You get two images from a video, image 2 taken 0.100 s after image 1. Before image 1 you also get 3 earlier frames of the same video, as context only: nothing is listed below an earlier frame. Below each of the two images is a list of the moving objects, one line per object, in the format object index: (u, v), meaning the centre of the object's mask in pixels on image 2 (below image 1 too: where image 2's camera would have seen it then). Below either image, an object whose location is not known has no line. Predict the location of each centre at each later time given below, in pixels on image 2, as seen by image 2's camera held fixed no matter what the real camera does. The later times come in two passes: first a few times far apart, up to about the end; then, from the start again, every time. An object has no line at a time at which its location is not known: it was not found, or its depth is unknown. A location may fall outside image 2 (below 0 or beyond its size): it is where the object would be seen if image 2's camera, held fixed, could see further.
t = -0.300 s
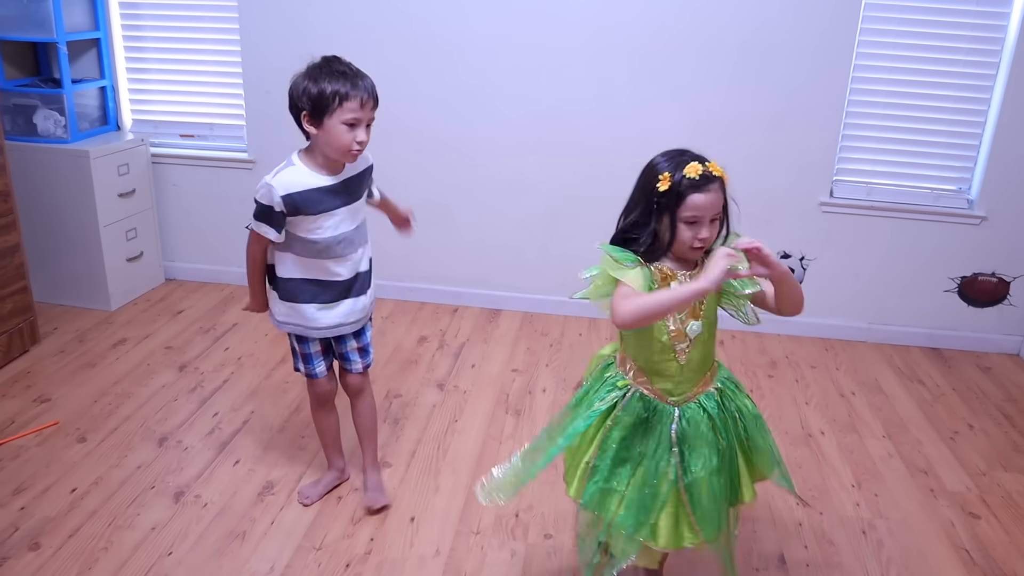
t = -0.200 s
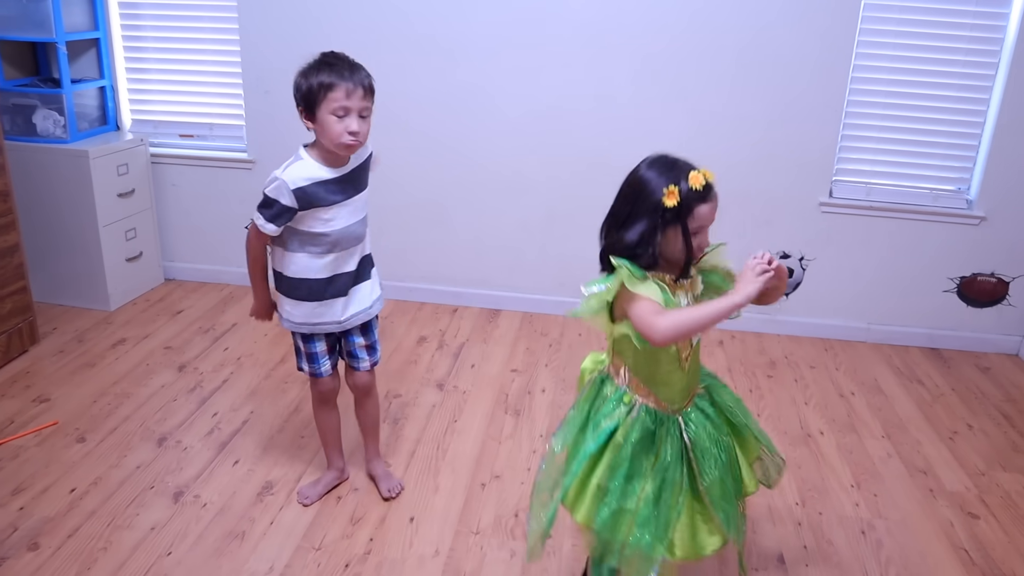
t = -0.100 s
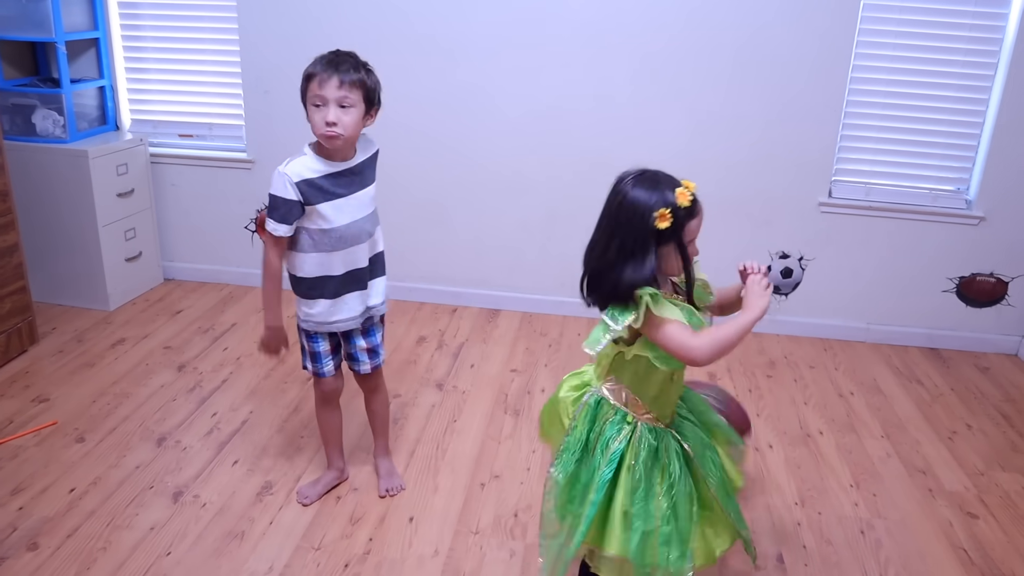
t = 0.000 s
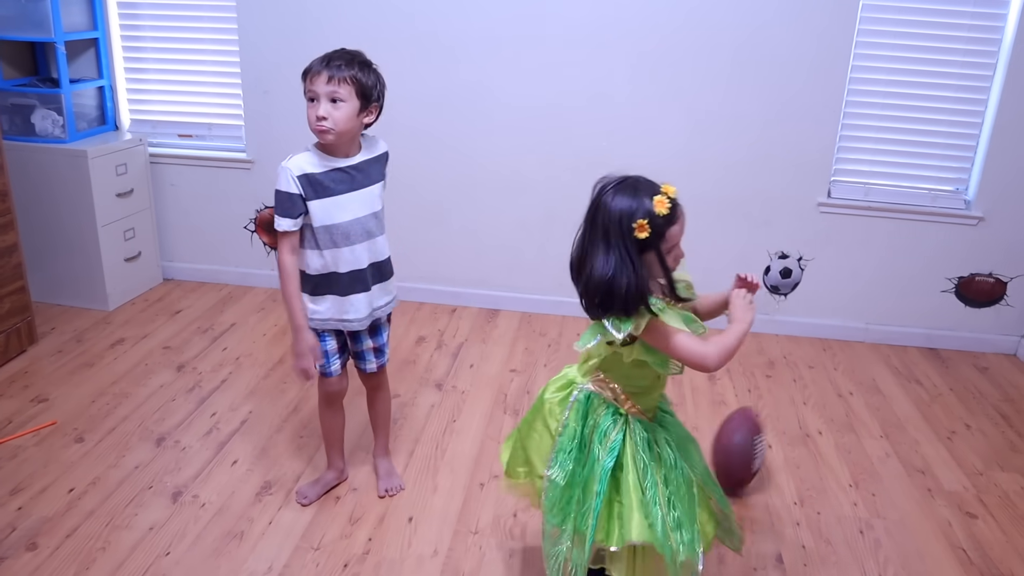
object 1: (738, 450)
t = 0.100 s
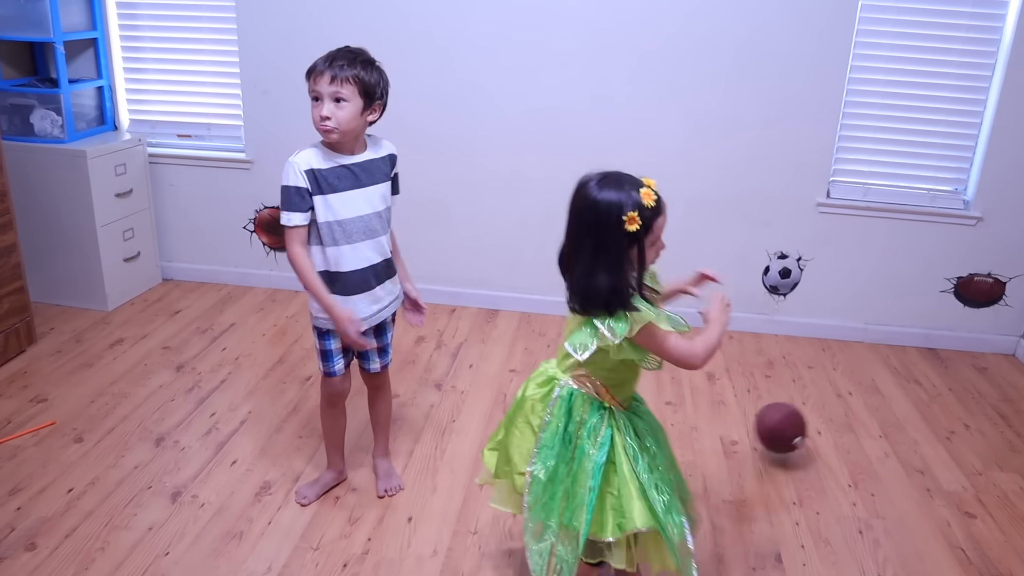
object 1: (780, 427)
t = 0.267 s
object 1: (847, 399)
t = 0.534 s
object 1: (899, 377)
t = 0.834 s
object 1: (939, 372)
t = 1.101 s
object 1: (980, 384)
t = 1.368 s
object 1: (998, 379)
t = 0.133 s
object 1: (793, 427)
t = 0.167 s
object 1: (807, 415)
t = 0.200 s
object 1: (822, 406)
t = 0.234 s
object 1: (835, 401)
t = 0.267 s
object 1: (847, 399)
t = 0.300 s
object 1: (858, 401)
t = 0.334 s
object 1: (868, 405)
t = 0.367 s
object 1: (877, 412)
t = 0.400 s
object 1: (883, 402)
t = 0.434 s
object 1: (888, 391)
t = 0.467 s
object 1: (893, 384)
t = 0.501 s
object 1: (896, 379)
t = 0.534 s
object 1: (899, 377)
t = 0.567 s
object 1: (901, 378)
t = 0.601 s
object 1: (902, 382)
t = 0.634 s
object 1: (903, 389)
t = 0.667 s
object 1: (909, 381)
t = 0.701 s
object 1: (918, 373)
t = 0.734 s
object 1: (924, 369)
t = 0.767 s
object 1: (930, 367)
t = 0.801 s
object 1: (935, 368)
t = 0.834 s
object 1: (939, 372)
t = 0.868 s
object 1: (943, 378)
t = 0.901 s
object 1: (945, 388)
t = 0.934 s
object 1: (950, 391)
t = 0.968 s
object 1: (958, 386)
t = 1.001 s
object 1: (964, 383)
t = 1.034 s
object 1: (970, 384)
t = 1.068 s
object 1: (975, 387)
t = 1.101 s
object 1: (980, 384)
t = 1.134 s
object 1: (983, 383)
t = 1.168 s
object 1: (986, 384)
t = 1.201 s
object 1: (988, 385)
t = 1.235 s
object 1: (990, 385)
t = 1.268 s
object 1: (991, 387)
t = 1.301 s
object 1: (993, 385)
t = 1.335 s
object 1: (995, 382)
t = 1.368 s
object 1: (998, 379)
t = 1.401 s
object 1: (1001, 375)
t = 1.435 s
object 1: (1003, 373)
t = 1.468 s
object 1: (1006, 371)
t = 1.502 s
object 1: (1007, 371)
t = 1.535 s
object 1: (1009, 372)
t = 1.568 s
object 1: (1011, 374)
